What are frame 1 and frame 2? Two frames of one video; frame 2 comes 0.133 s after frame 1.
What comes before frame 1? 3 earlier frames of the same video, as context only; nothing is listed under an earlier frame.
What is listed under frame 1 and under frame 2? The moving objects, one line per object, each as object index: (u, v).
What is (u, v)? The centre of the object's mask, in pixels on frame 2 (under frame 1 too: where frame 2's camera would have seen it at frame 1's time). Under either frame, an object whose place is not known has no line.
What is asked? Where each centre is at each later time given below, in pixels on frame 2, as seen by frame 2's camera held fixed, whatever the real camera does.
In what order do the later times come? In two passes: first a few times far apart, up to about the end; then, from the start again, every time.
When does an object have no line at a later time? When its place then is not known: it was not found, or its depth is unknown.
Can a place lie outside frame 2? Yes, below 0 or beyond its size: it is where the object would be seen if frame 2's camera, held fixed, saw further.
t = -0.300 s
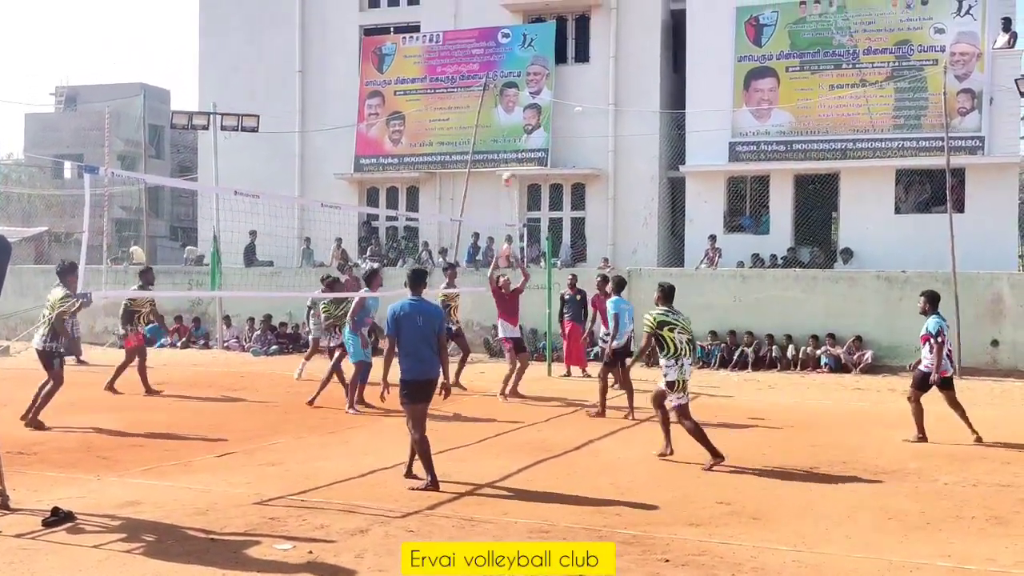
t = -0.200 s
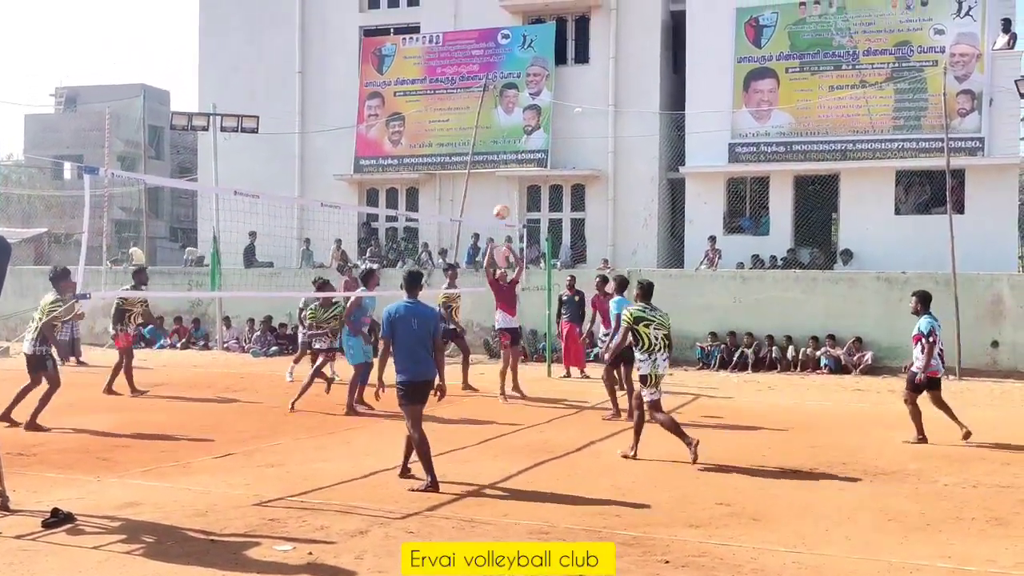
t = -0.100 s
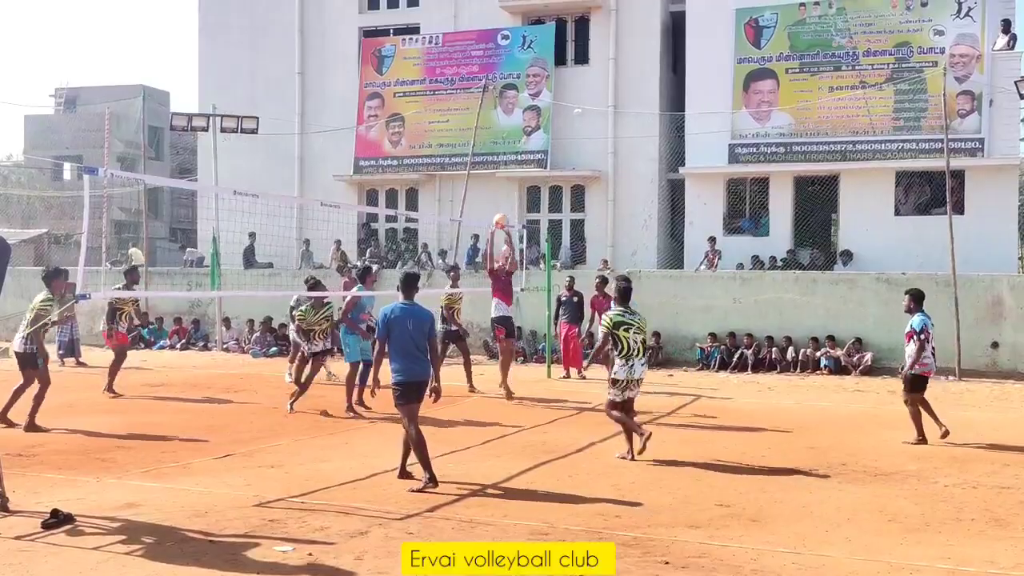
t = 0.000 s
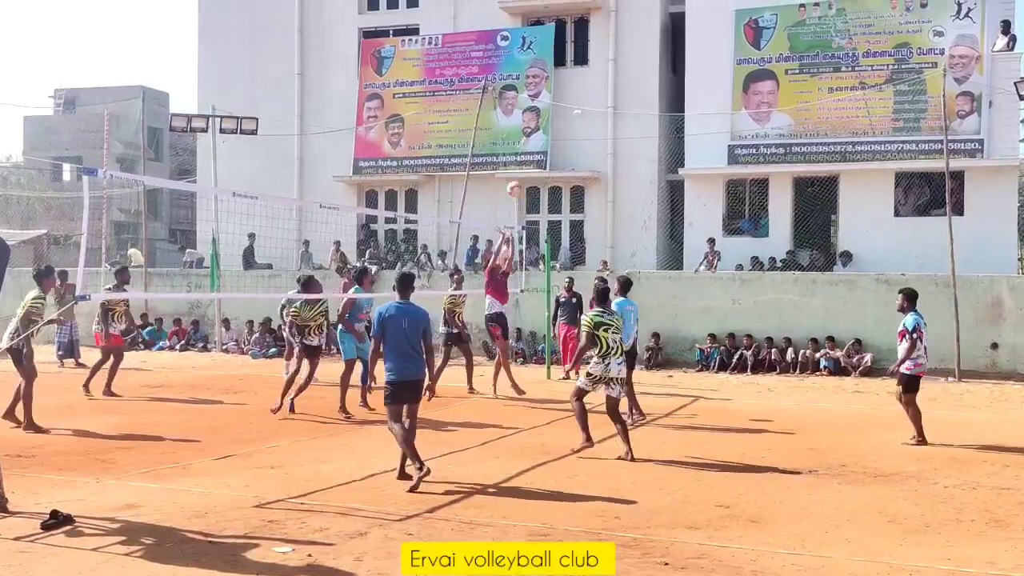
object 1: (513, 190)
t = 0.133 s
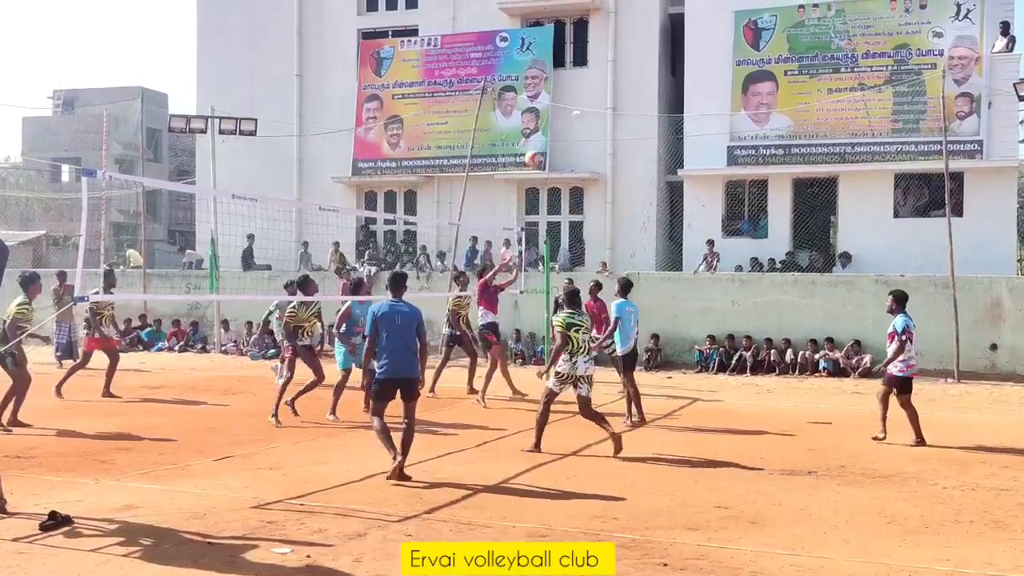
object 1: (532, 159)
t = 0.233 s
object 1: (546, 143)
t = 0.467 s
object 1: (577, 133)
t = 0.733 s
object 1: (612, 168)
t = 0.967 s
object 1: (641, 237)
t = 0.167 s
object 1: (537, 154)
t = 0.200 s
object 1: (542, 147)
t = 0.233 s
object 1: (546, 143)
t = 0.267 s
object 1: (550, 139)
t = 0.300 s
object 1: (555, 136)
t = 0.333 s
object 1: (559, 134)
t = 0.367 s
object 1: (563, 133)
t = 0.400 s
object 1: (568, 132)
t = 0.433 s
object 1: (572, 132)
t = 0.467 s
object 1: (577, 133)
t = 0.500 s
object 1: (582, 135)
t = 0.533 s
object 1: (586, 137)
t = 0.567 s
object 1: (591, 140)
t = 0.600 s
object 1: (595, 144)
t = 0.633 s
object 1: (599, 149)
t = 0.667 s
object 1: (604, 155)
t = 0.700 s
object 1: (608, 161)
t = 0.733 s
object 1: (612, 168)
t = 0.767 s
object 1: (617, 176)
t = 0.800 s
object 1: (621, 185)
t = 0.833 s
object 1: (625, 194)
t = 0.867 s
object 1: (629, 204)
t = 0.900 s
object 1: (634, 214)
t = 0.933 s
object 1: (638, 226)
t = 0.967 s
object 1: (641, 237)
